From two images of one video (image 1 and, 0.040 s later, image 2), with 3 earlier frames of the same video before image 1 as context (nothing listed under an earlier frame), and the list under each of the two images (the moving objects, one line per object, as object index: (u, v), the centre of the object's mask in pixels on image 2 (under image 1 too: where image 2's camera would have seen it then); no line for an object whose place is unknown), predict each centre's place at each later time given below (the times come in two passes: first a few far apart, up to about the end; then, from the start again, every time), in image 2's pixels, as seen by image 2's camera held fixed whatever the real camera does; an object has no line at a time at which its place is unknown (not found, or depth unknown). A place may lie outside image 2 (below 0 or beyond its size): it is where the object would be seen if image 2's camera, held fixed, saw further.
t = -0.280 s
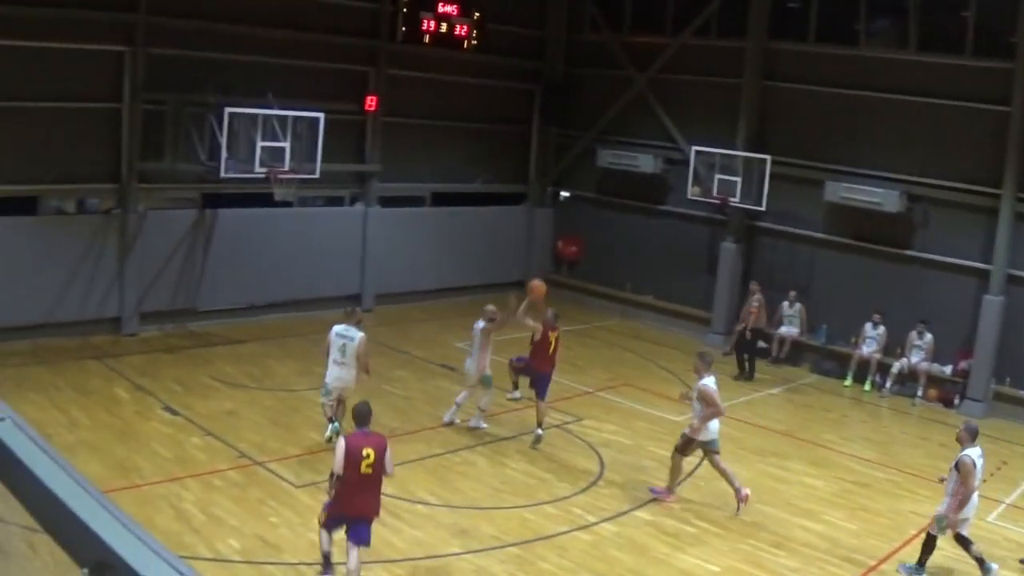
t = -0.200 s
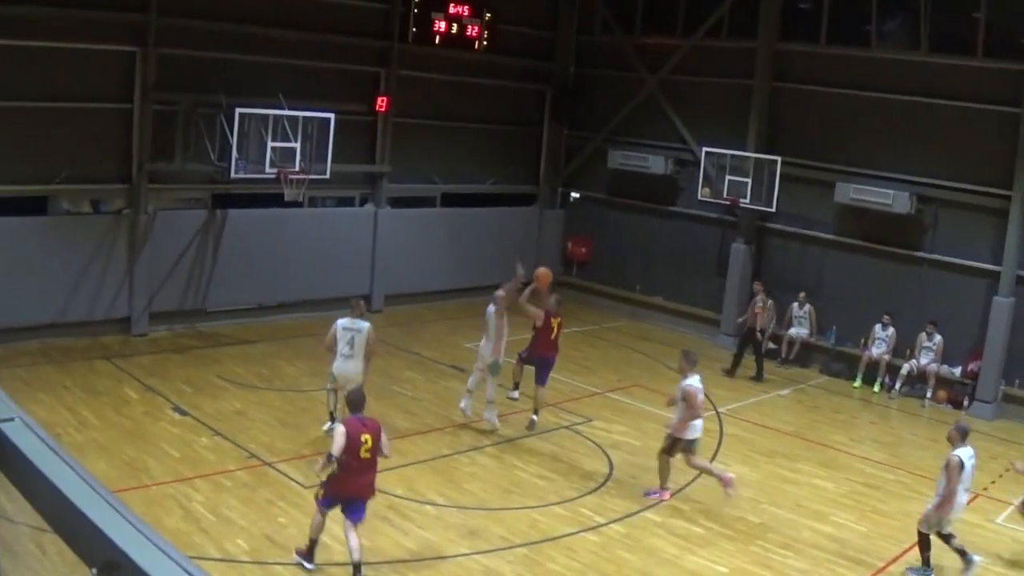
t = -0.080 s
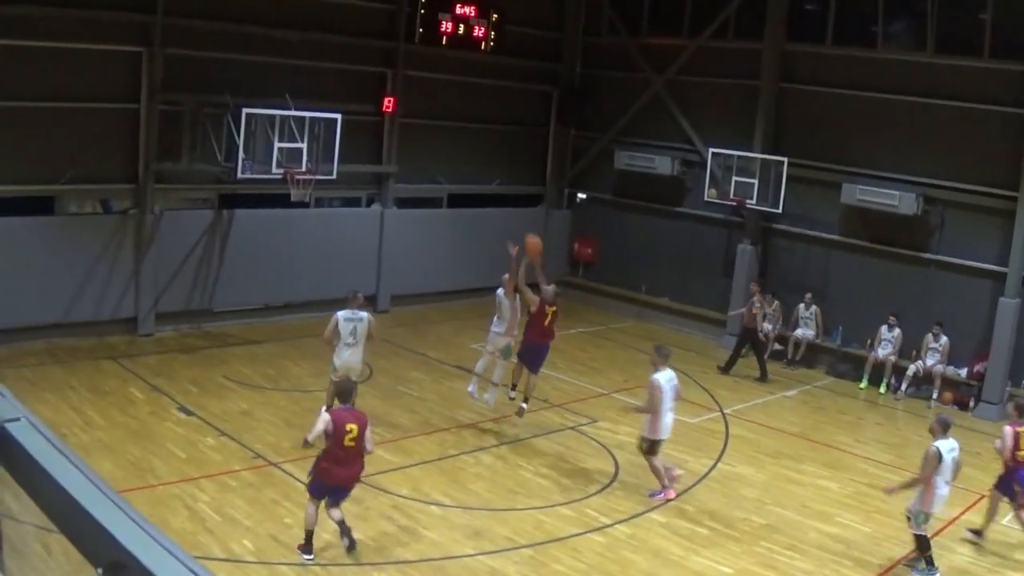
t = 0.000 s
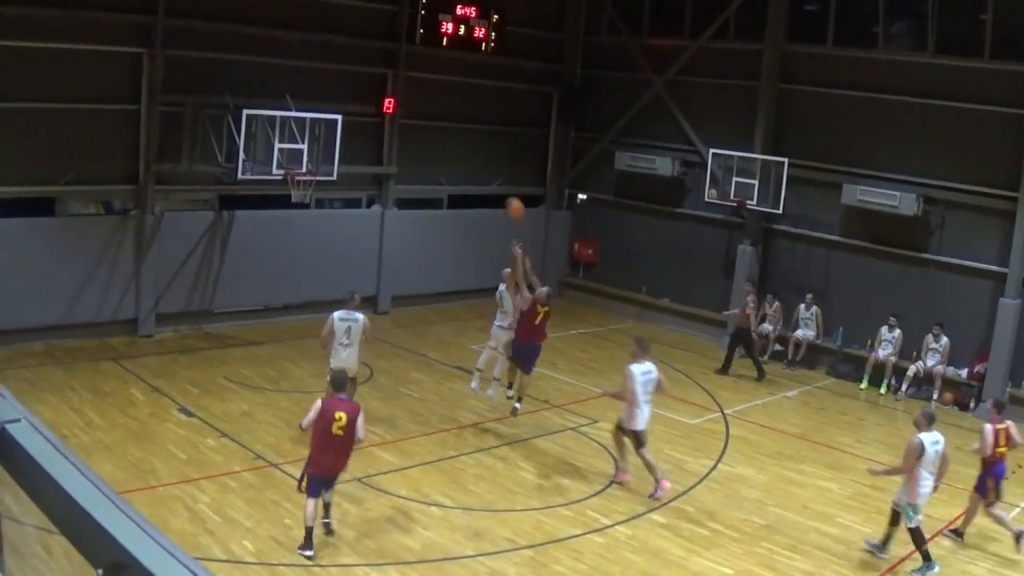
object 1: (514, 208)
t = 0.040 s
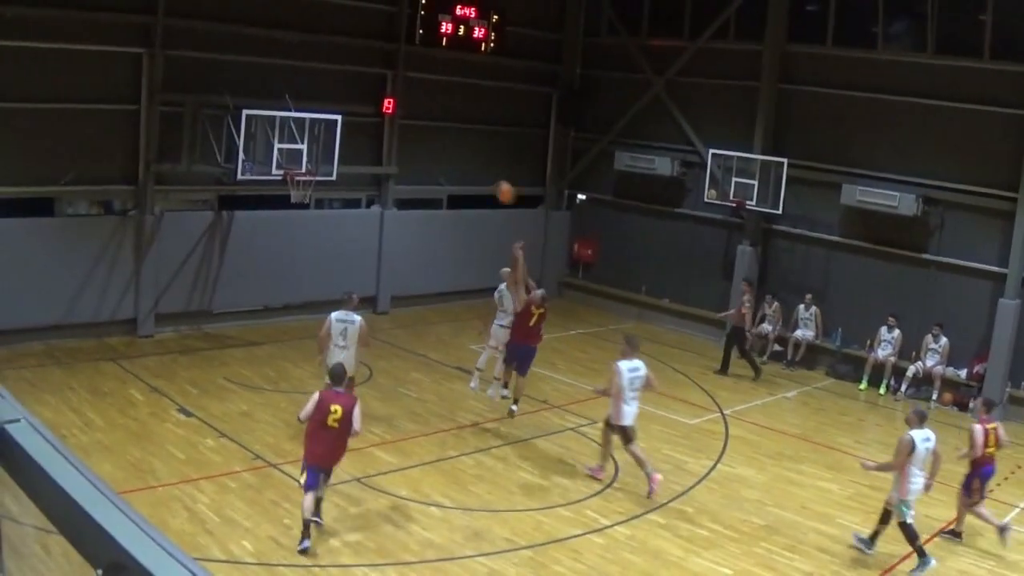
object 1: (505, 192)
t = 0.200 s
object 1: (468, 141)
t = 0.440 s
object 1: (414, 101)
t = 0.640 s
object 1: (372, 100)
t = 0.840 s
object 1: (330, 125)
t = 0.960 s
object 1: (306, 152)
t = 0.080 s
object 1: (496, 177)
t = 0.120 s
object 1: (486, 164)
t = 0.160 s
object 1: (477, 152)
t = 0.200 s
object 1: (468, 141)
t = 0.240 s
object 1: (459, 131)
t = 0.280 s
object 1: (450, 122)
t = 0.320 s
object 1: (441, 116)
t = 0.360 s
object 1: (432, 110)
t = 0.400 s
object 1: (423, 105)
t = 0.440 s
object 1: (414, 101)
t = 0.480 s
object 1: (406, 99)
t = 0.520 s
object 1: (398, 98)
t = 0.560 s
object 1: (389, 97)
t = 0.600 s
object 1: (379, 98)
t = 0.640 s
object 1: (372, 100)
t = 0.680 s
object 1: (363, 104)
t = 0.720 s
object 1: (355, 108)
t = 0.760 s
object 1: (347, 112)
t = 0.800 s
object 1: (339, 118)
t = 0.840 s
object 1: (330, 125)
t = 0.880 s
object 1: (322, 132)
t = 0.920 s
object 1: (315, 141)
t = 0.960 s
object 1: (306, 152)
